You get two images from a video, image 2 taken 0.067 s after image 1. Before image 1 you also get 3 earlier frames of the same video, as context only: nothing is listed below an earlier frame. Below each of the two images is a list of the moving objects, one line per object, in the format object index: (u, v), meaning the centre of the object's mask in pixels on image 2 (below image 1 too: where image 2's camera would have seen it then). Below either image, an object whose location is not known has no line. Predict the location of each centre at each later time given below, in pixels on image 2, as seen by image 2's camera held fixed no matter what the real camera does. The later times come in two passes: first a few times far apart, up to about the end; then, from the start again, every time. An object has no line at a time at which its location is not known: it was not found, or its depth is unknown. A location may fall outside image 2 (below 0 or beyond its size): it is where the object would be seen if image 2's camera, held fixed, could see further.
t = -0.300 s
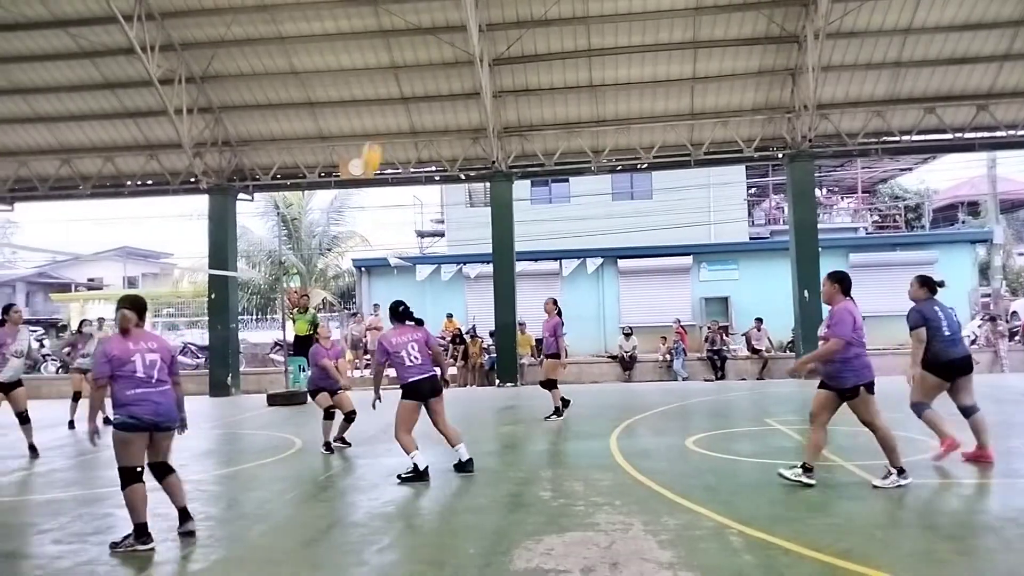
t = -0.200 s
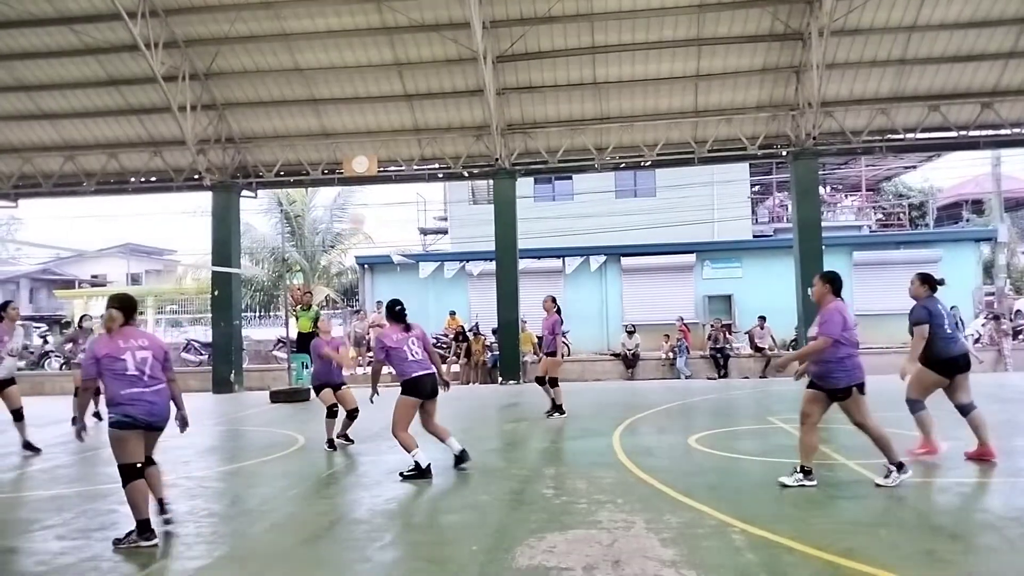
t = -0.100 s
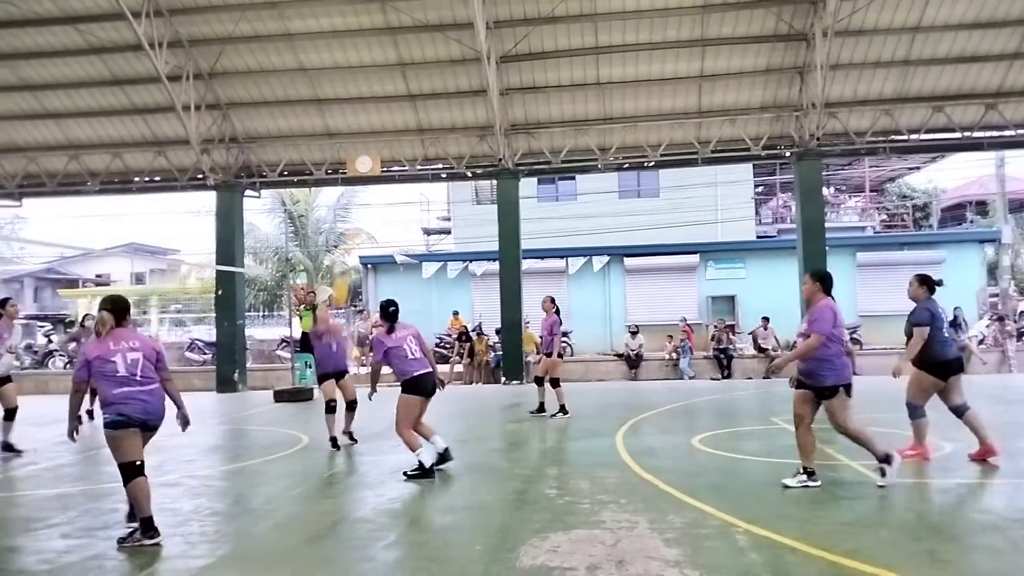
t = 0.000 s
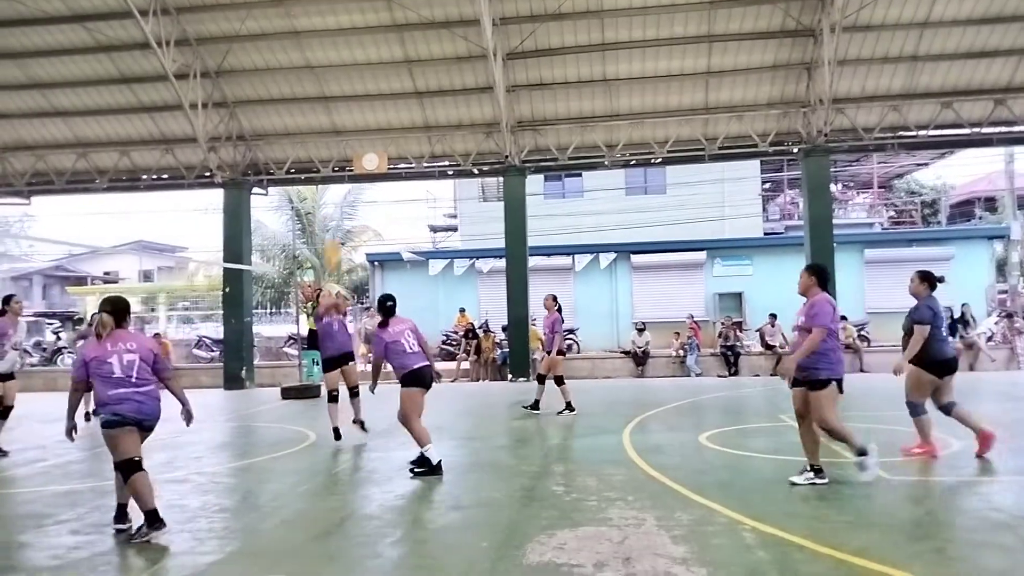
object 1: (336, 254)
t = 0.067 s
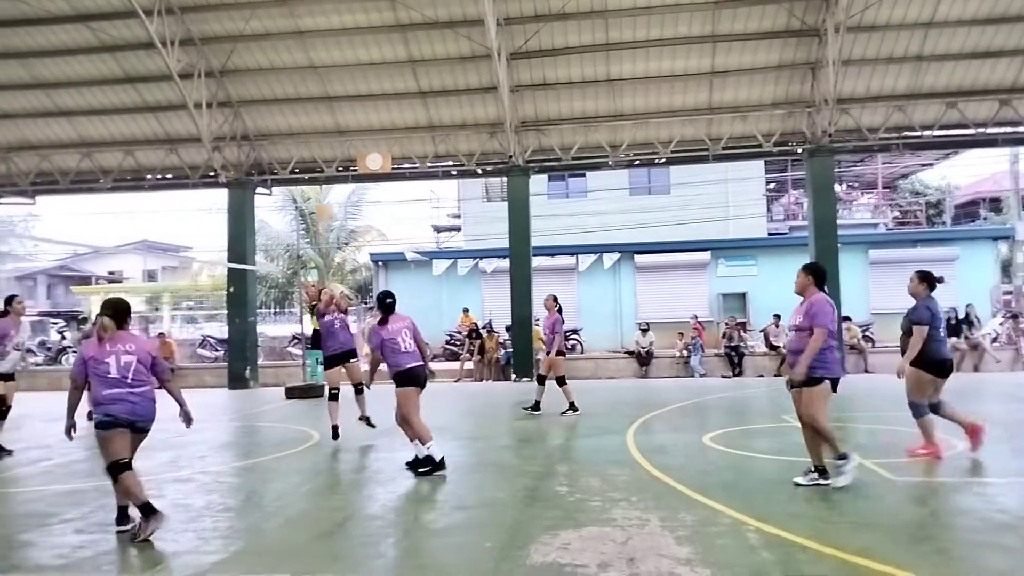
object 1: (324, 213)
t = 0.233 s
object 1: (302, 116)
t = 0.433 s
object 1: (273, 37)
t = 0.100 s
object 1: (320, 185)
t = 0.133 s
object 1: (316, 168)
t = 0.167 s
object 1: (311, 149)
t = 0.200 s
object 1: (306, 131)
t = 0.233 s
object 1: (302, 116)
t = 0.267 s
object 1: (297, 98)
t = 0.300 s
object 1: (293, 86)
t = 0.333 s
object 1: (288, 70)
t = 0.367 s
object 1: (283, 59)
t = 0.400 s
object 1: (279, 47)
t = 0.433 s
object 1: (273, 37)
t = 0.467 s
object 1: (270, 30)
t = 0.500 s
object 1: (265, 21)
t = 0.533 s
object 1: (260, 14)
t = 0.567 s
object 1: (255, 8)
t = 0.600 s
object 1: (251, 2)
